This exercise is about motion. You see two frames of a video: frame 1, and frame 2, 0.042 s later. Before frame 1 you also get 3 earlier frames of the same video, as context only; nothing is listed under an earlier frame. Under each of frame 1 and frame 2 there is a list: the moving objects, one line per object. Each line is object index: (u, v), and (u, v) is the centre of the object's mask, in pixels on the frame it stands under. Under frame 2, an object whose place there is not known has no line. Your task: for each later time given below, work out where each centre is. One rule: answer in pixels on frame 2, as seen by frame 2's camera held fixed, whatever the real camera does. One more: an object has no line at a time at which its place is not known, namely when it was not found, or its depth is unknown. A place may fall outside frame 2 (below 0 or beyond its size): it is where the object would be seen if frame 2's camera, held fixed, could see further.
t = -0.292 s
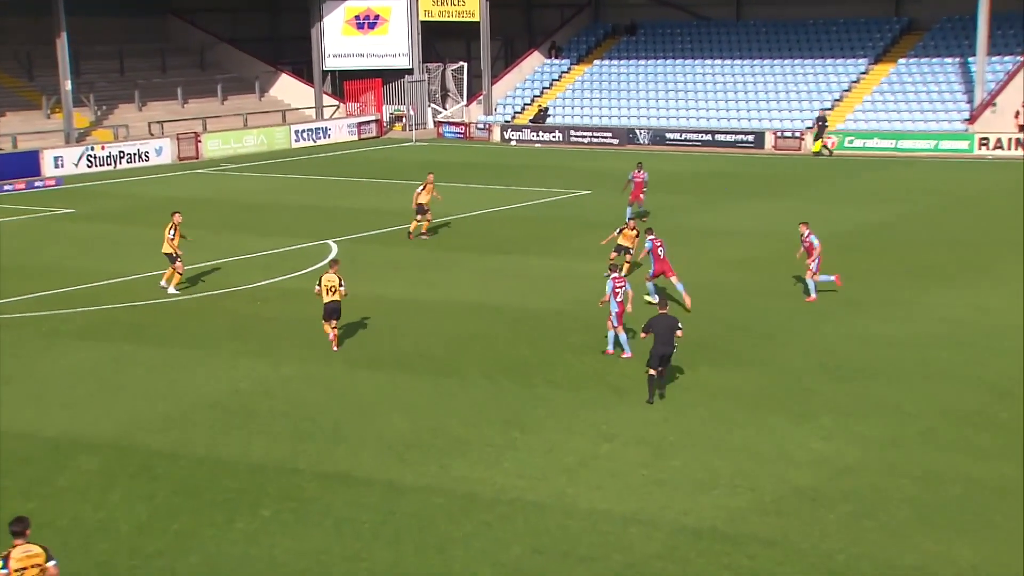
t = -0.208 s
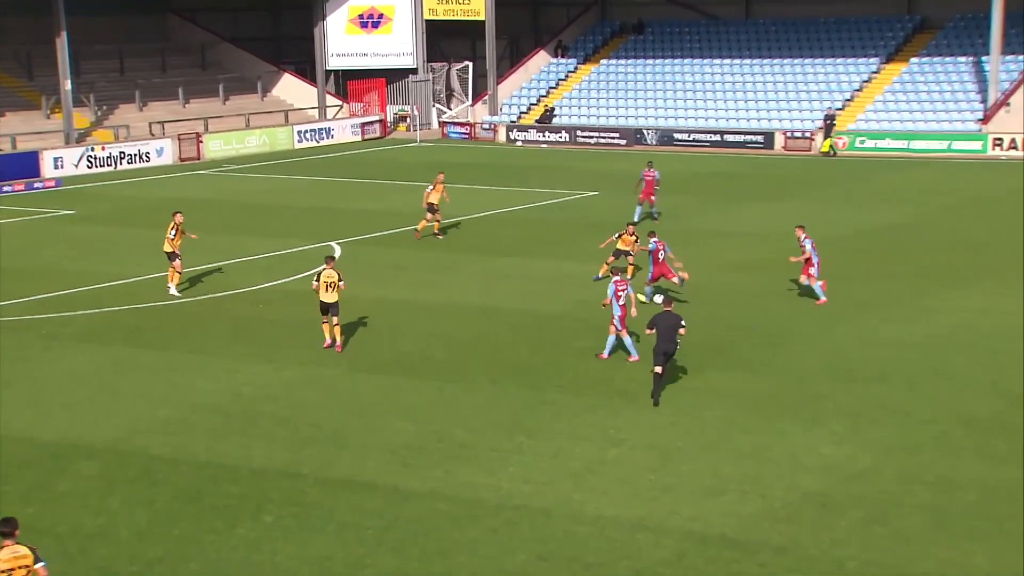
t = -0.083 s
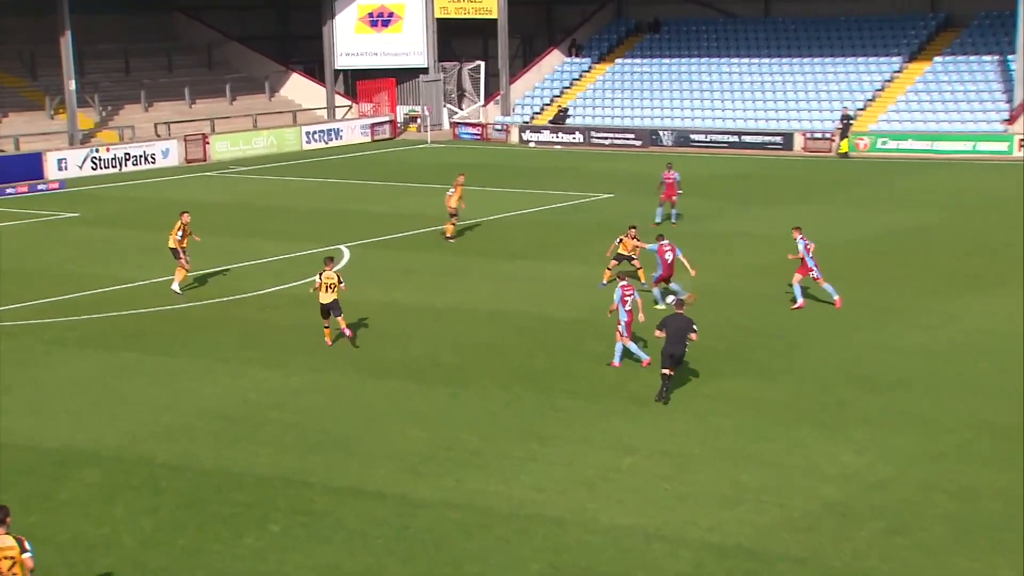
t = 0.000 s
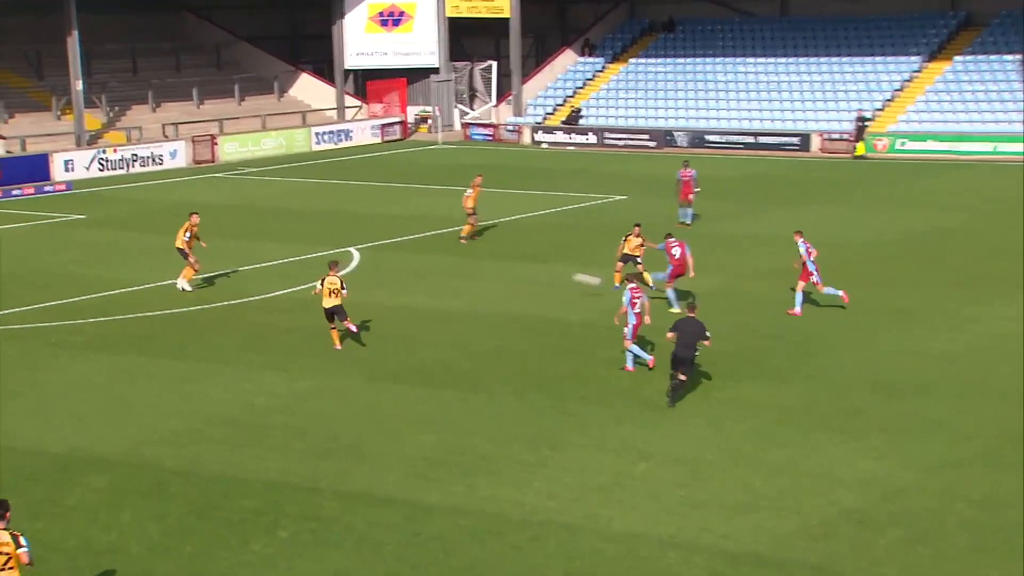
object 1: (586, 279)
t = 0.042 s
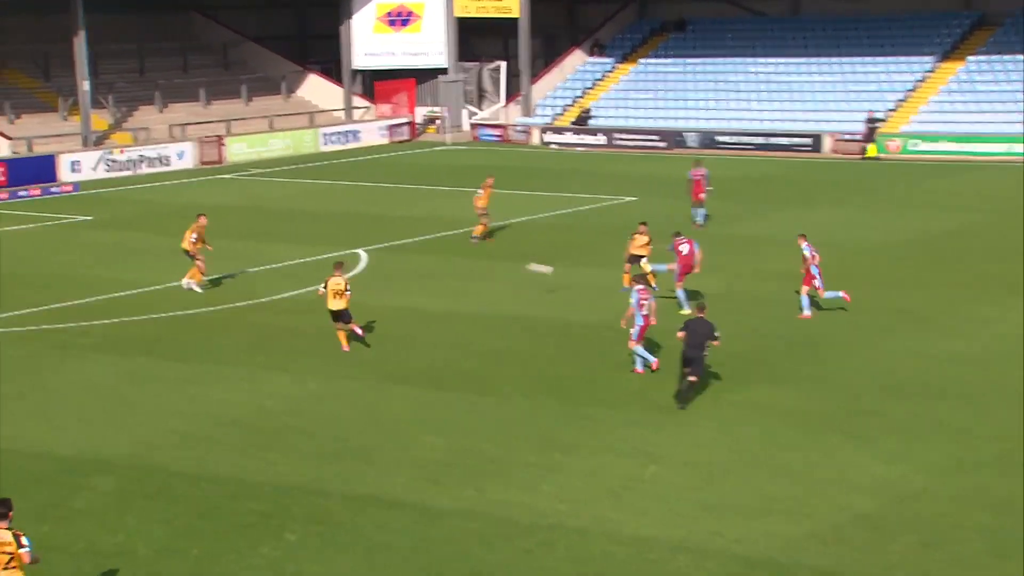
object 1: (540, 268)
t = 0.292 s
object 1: (232, 218)
